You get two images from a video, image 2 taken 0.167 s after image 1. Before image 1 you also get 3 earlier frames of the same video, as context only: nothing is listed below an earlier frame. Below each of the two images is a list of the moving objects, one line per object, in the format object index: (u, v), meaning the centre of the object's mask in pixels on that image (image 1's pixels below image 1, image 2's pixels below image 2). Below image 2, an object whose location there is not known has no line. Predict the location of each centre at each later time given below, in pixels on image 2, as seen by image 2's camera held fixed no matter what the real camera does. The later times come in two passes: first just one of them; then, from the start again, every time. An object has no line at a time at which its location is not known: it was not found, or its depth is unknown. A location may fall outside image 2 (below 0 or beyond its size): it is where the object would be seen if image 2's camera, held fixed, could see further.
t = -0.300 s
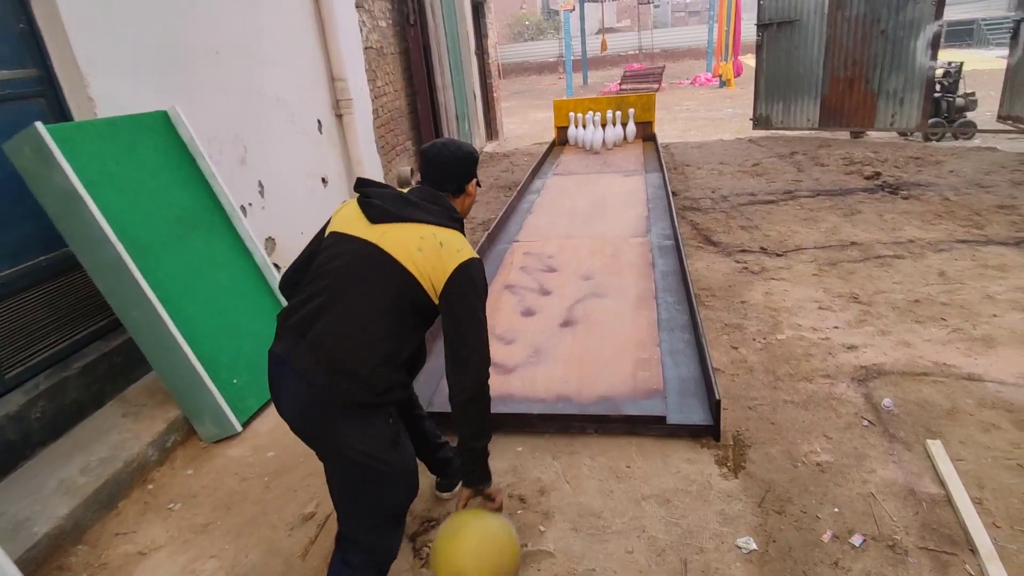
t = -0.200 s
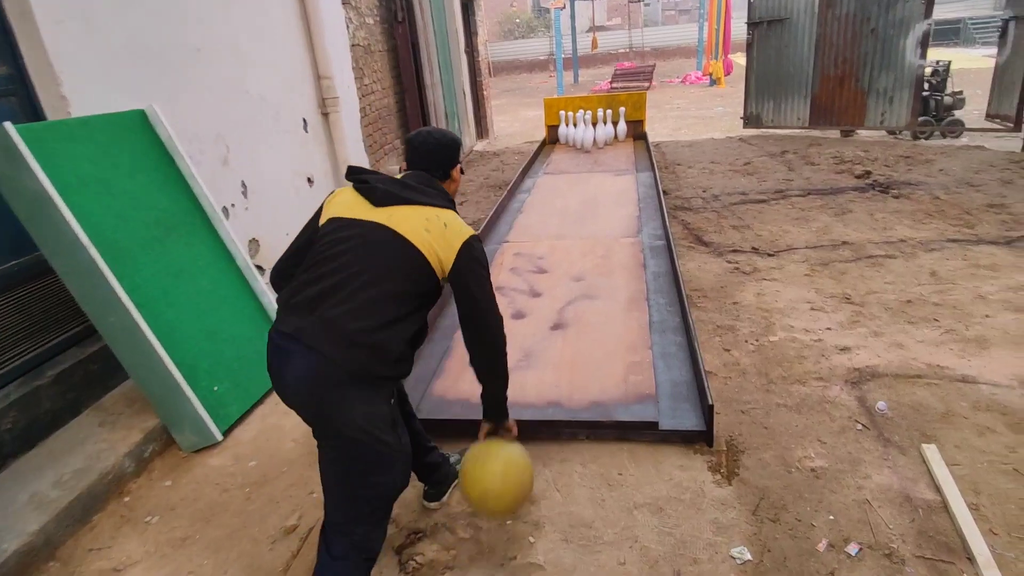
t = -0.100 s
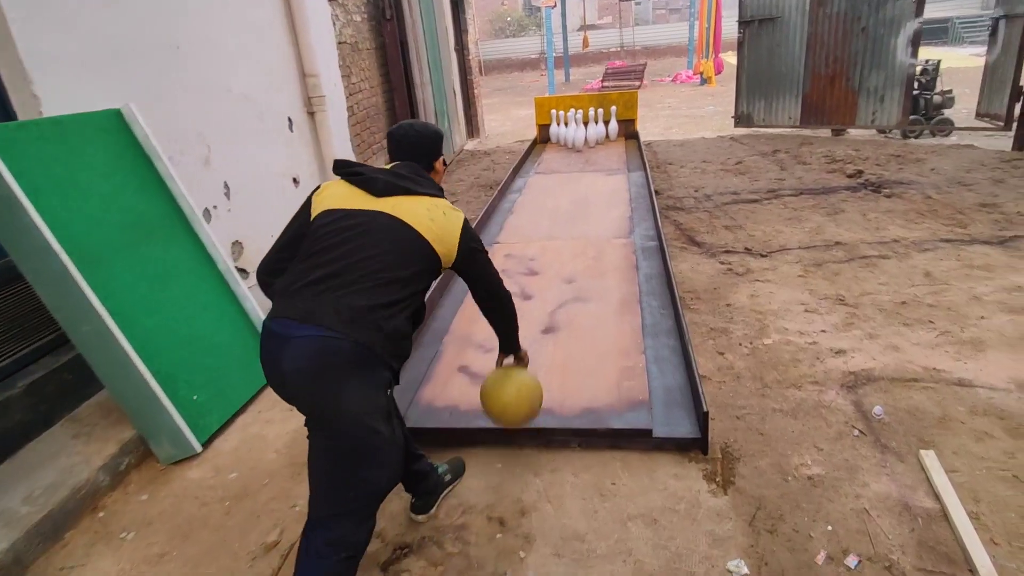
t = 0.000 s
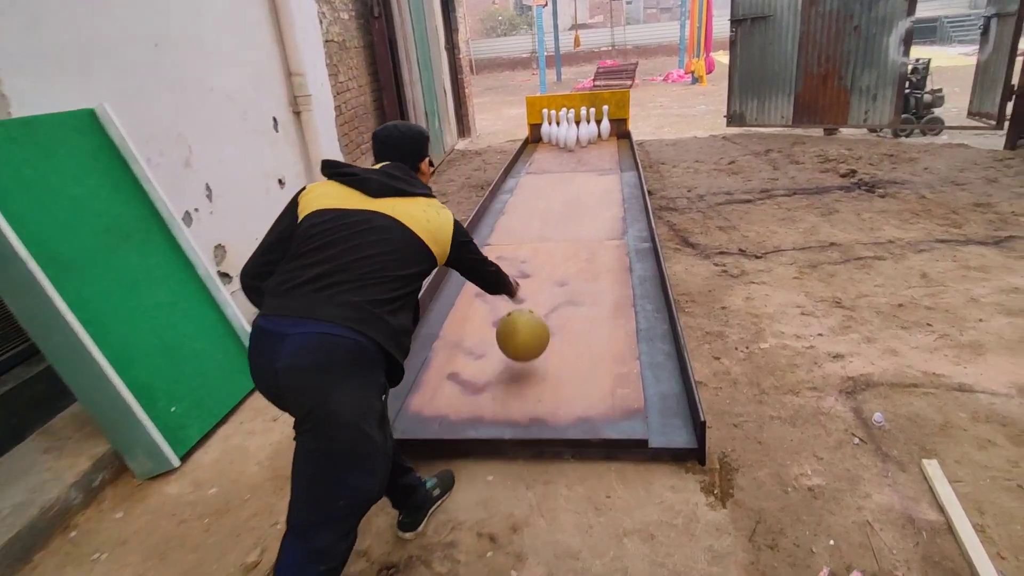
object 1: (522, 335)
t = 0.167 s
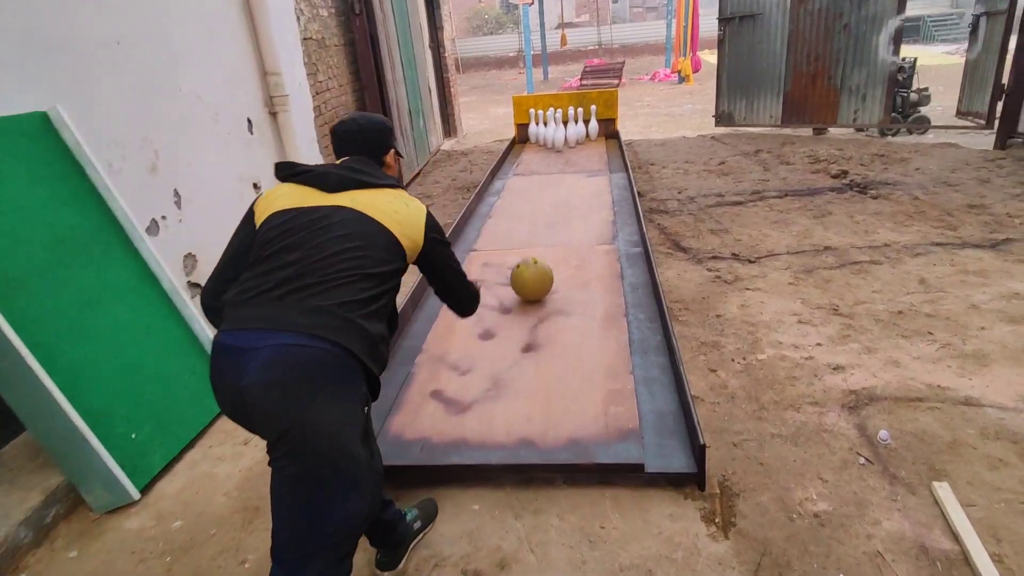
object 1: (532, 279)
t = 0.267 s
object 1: (539, 250)
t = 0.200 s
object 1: (534, 268)
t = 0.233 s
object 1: (537, 259)
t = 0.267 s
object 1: (539, 250)
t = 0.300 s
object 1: (541, 242)
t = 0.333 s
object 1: (543, 235)
